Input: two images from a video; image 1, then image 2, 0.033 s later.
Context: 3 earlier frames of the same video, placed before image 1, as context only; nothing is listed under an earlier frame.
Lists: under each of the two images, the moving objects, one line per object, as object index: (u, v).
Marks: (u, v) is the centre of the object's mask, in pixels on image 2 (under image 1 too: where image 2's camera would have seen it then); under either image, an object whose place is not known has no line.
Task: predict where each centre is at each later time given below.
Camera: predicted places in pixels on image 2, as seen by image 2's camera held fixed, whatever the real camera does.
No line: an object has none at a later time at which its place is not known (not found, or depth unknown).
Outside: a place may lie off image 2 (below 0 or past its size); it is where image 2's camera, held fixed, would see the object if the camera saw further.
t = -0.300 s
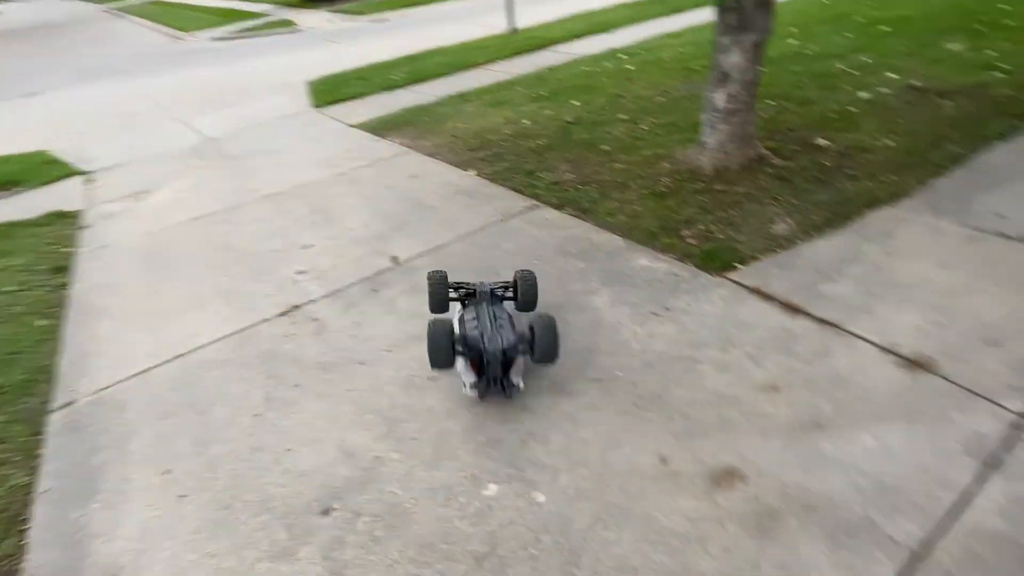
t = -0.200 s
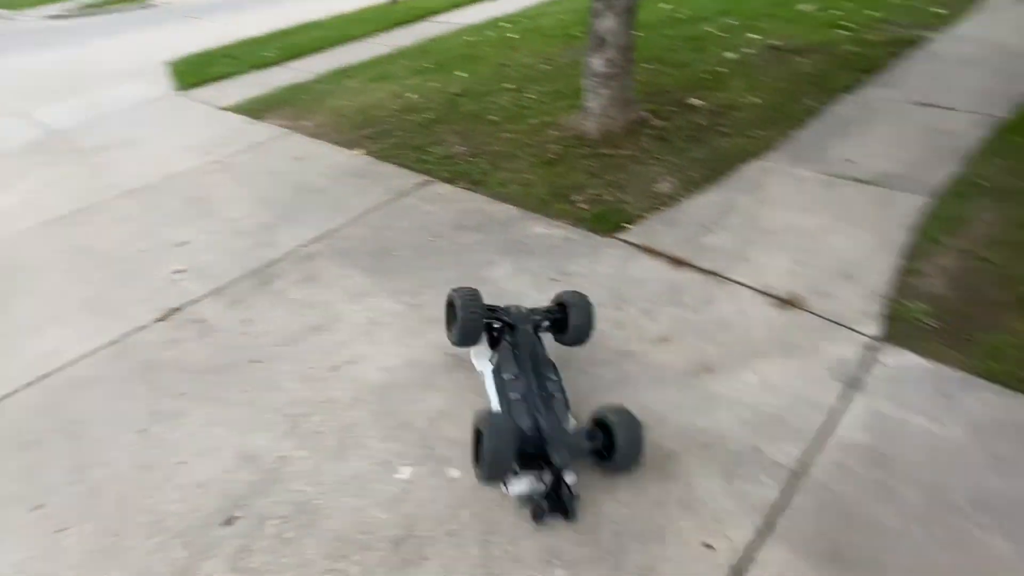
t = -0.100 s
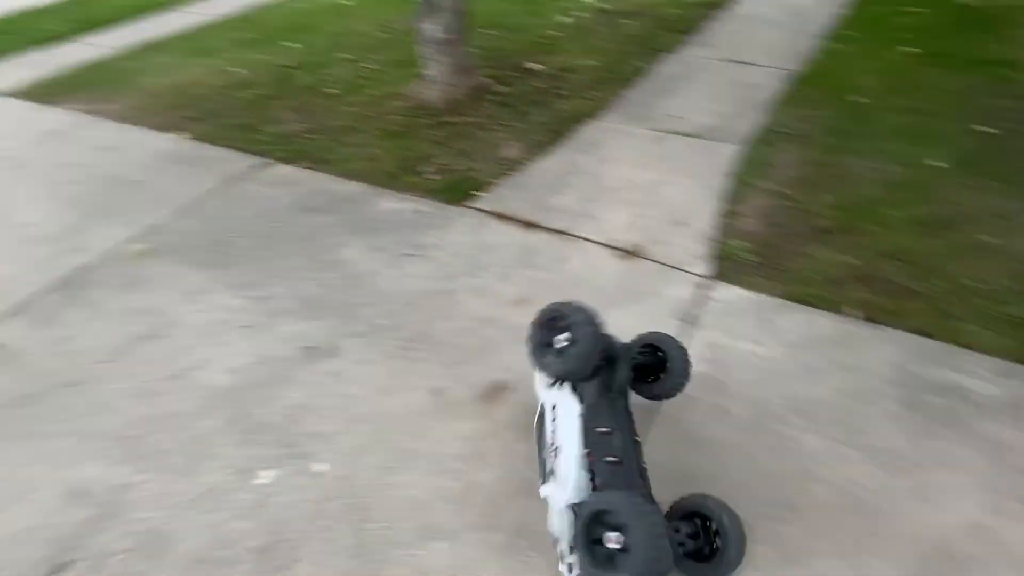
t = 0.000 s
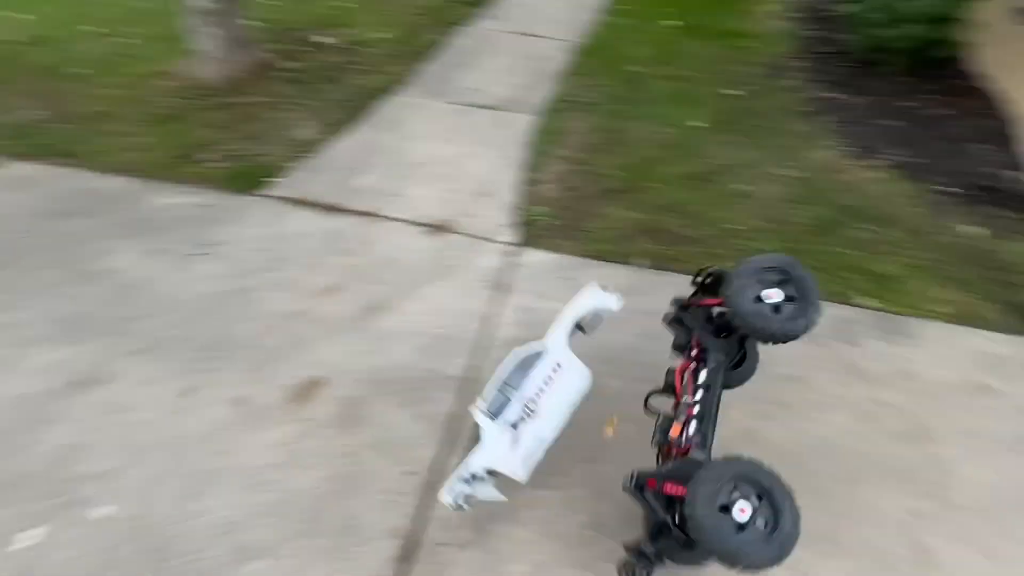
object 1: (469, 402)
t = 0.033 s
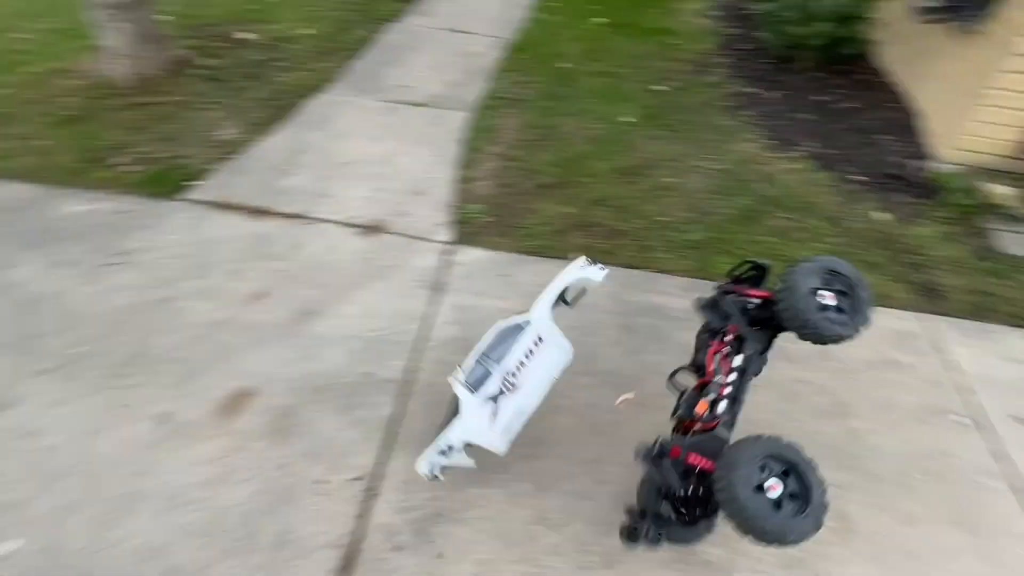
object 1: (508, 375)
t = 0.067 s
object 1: (547, 351)
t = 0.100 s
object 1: (586, 329)
